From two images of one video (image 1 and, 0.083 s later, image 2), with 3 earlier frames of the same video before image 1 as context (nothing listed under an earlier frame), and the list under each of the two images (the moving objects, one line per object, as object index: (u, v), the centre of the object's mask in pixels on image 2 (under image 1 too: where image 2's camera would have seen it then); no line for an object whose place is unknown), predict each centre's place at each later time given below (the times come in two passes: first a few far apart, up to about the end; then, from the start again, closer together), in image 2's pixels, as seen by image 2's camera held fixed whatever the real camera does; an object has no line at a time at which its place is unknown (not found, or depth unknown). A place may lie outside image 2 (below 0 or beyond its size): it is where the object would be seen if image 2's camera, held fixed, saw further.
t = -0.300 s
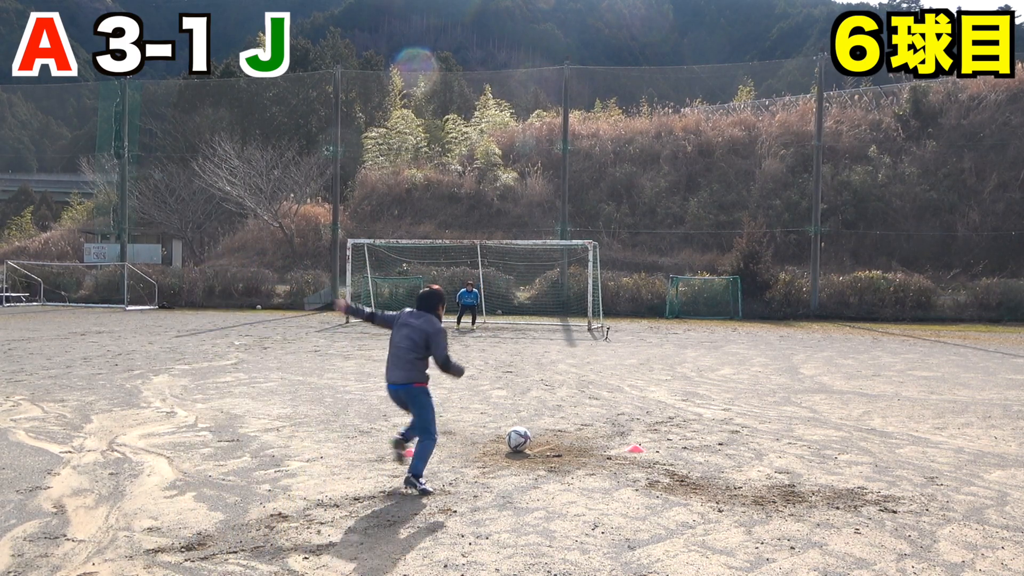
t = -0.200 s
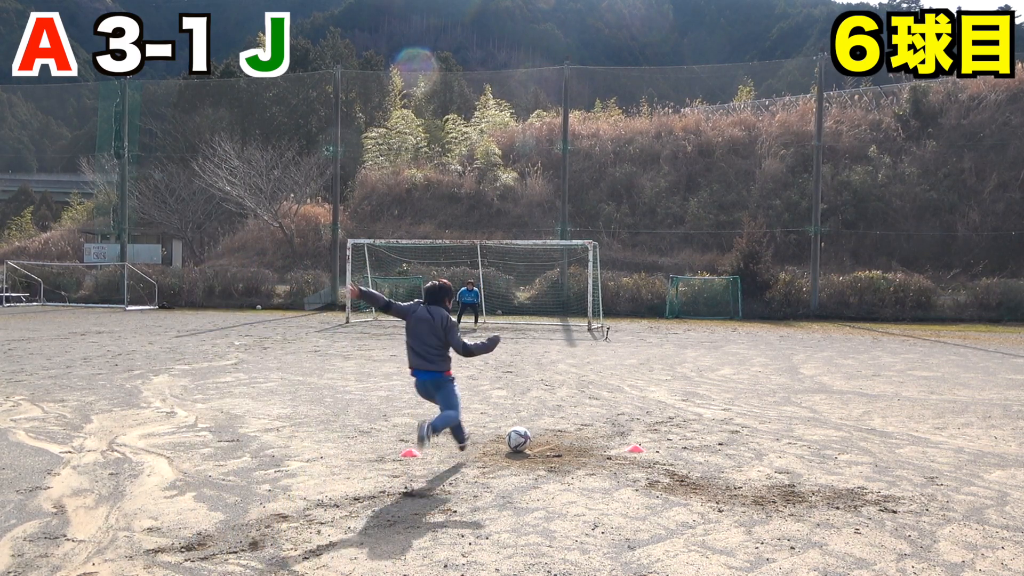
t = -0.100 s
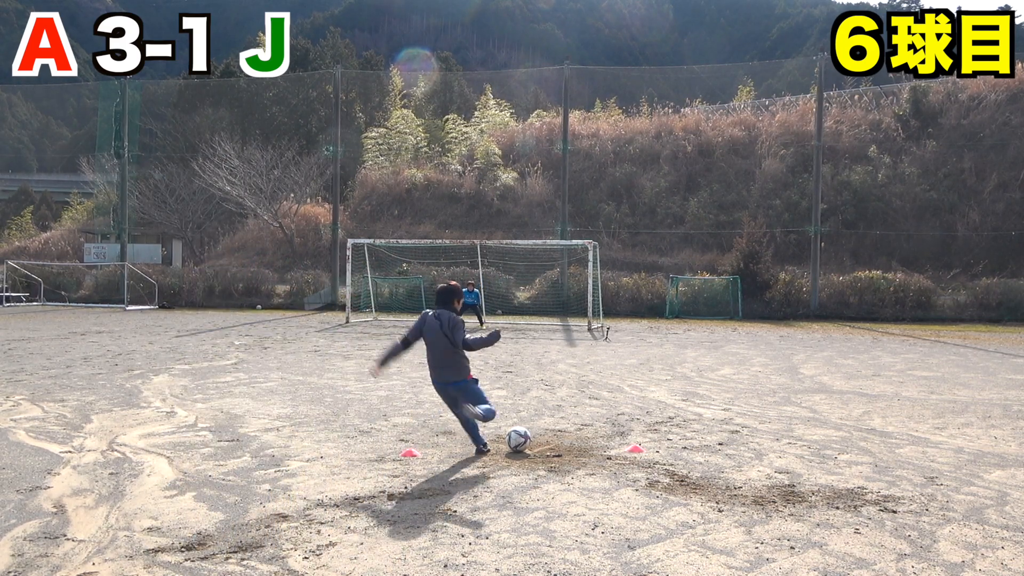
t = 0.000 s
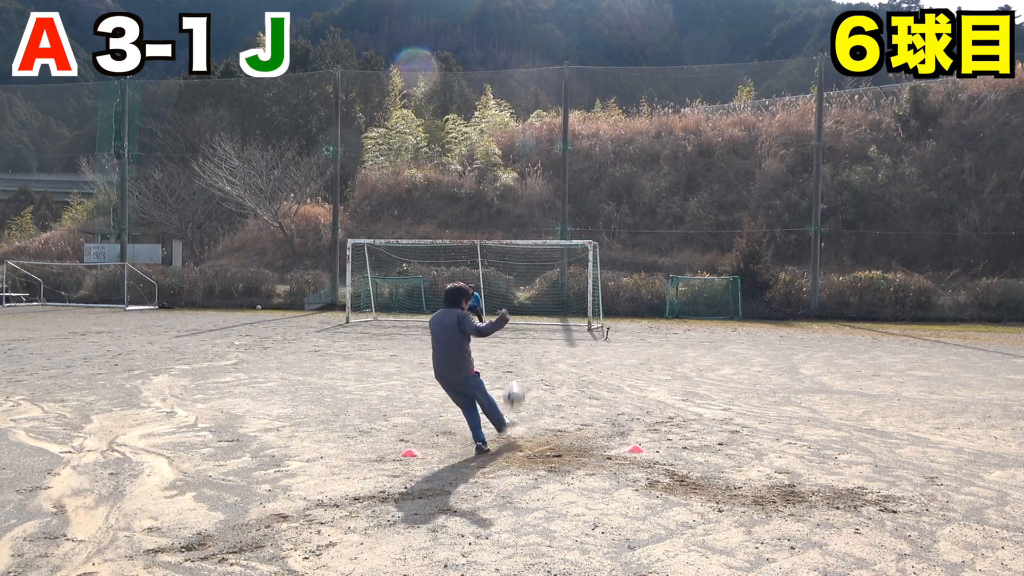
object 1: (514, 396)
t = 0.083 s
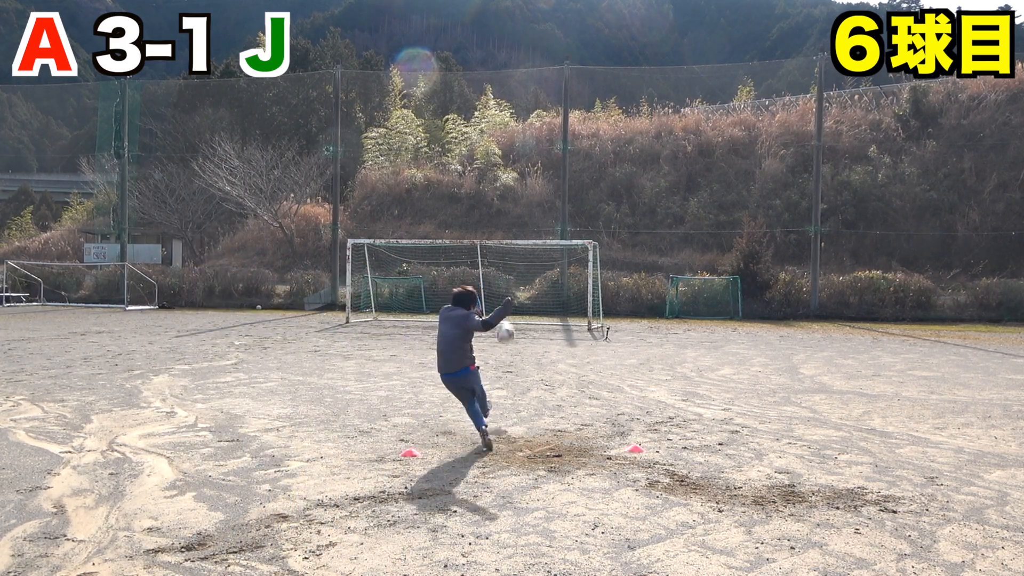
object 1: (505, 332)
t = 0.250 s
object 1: (492, 262)
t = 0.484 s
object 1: (471, 218)
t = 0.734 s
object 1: (449, 206)
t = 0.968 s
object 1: (430, 212)
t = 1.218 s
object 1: (410, 230)
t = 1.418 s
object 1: (394, 250)
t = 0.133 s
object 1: (500, 305)
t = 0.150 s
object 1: (500, 299)
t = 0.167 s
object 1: (499, 291)
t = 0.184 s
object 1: (497, 284)
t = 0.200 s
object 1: (496, 278)
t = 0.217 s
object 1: (494, 272)
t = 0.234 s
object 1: (493, 267)
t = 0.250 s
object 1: (492, 262)
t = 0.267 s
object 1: (490, 257)
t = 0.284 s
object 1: (489, 252)
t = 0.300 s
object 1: (487, 248)
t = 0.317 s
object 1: (486, 245)
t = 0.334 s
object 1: (484, 241)
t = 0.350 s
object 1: (483, 236)
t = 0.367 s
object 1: (482, 234)
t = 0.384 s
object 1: (480, 232)
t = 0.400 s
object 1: (479, 229)
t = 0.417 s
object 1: (477, 226)
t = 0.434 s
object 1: (476, 224)
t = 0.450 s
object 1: (474, 222)
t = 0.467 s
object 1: (472, 220)
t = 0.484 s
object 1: (471, 218)
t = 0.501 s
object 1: (470, 217)
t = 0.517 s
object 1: (468, 215)
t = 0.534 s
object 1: (467, 214)
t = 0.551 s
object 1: (466, 213)
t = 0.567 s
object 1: (464, 211)
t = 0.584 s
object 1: (462, 210)
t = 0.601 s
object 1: (461, 209)
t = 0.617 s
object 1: (460, 209)
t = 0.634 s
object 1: (458, 208)
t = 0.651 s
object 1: (457, 207)
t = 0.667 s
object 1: (455, 207)
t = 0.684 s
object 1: (454, 206)
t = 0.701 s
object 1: (452, 206)
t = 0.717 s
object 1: (451, 206)
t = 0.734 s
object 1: (449, 206)
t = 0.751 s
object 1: (448, 206)
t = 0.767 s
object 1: (447, 206)
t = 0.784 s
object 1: (445, 206)
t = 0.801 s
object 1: (444, 206)
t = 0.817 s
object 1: (443, 206)
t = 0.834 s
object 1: (441, 206)
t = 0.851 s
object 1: (440, 207)
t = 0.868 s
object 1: (438, 208)
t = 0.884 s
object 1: (437, 208)
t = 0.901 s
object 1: (436, 209)
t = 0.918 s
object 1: (434, 209)
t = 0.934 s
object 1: (433, 210)
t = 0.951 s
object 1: (432, 211)
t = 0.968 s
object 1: (430, 212)
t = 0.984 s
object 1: (429, 213)
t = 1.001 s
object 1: (427, 214)
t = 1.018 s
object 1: (426, 214)
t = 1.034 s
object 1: (425, 216)
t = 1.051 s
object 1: (424, 217)
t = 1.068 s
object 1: (422, 218)
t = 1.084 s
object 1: (421, 219)
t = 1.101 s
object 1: (420, 220)
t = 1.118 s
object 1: (418, 221)
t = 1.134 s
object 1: (417, 223)
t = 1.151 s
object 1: (416, 224)
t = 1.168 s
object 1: (414, 226)
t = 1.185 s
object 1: (413, 227)
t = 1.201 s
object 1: (411, 228)
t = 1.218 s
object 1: (410, 230)
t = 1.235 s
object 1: (409, 231)
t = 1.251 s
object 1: (407, 233)
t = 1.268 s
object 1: (406, 235)
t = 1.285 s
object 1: (405, 236)
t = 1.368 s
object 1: (398, 246)
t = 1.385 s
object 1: (397, 246)
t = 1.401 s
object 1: (396, 248)
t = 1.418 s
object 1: (394, 250)
